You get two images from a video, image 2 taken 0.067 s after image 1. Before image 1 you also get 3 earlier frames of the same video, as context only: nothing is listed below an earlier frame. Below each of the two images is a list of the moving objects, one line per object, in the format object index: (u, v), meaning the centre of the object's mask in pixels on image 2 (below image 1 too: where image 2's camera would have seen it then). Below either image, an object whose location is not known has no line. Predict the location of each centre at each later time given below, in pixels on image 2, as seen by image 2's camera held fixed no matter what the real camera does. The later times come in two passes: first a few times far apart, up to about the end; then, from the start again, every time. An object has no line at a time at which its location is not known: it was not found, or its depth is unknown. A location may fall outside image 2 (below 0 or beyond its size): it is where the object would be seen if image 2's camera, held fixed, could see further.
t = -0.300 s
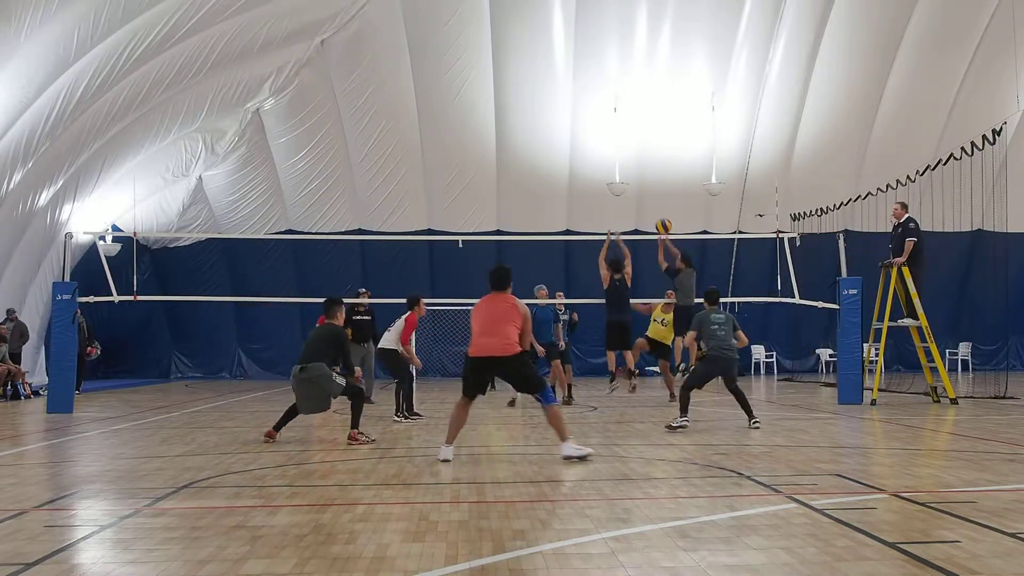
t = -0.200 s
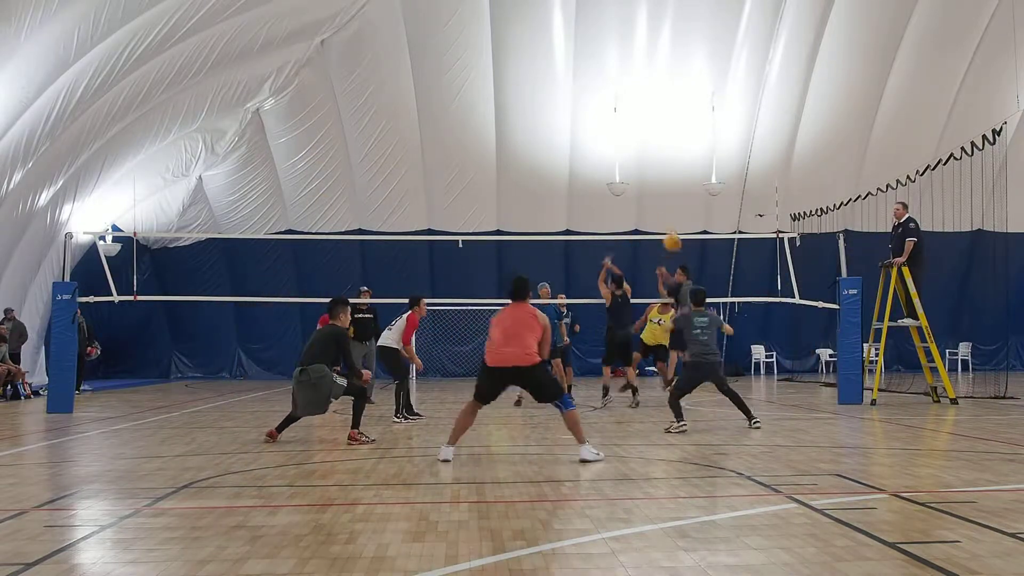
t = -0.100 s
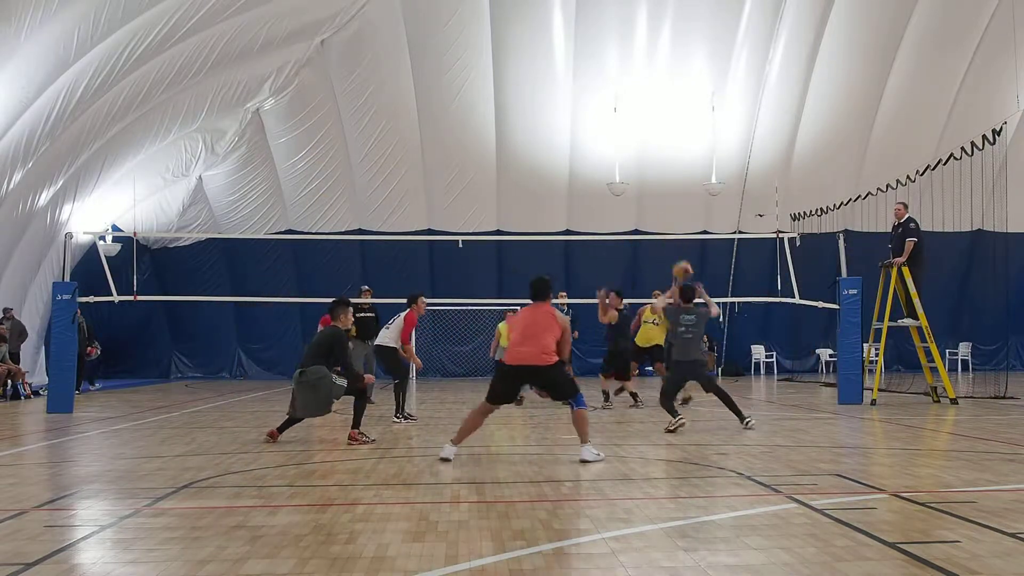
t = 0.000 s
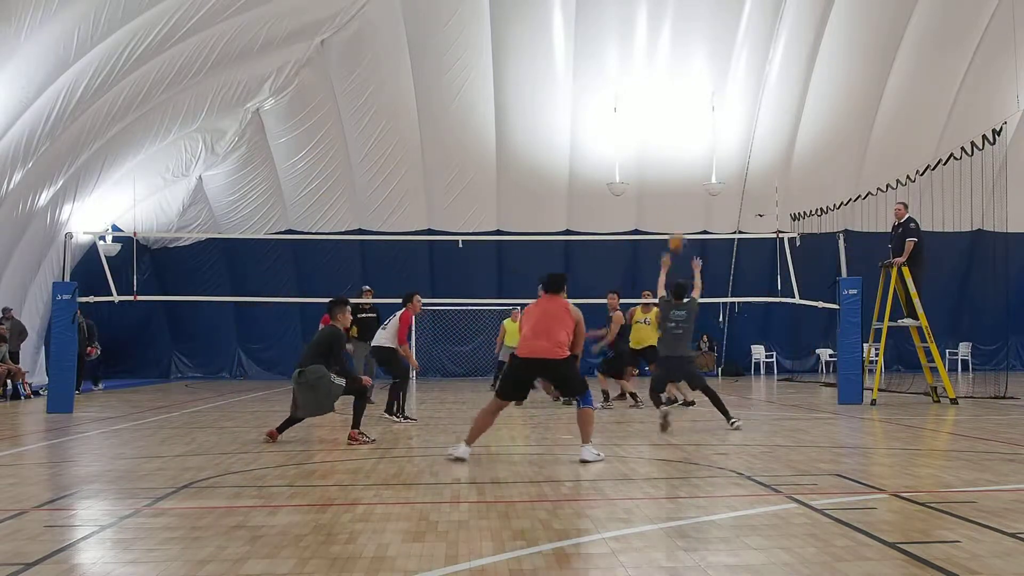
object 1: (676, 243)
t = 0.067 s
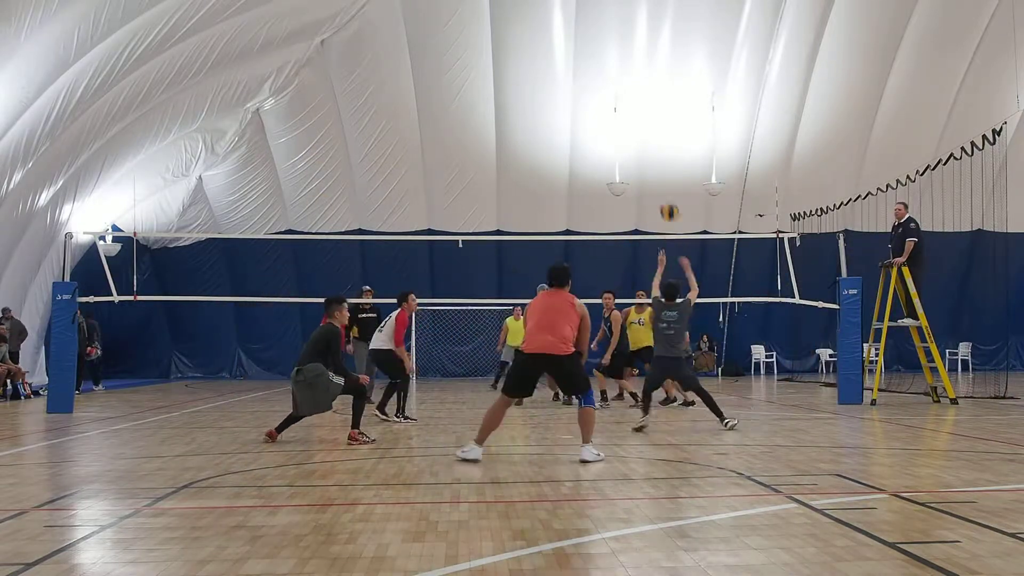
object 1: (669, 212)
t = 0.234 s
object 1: (652, 157)
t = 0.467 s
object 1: (630, 128)
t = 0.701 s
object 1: (611, 144)
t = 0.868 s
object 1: (599, 179)
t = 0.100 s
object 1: (665, 198)
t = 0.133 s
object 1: (662, 186)
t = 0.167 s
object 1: (658, 175)
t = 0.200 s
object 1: (655, 165)
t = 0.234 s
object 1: (652, 157)
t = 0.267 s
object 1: (649, 149)
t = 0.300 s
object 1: (646, 143)
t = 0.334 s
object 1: (642, 138)
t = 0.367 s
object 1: (639, 134)
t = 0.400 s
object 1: (636, 131)
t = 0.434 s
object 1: (633, 129)
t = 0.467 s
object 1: (630, 128)
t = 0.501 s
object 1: (627, 127)
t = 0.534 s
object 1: (624, 128)
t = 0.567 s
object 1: (621, 130)
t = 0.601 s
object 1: (618, 132)
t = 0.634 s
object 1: (616, 135)
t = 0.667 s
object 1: (613, 139)
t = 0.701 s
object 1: (611, 144)
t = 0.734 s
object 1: (608, 150)
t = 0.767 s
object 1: (606, 156)
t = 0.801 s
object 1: (603, 163)
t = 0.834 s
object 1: (601, 171)
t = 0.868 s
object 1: (599, 179)
